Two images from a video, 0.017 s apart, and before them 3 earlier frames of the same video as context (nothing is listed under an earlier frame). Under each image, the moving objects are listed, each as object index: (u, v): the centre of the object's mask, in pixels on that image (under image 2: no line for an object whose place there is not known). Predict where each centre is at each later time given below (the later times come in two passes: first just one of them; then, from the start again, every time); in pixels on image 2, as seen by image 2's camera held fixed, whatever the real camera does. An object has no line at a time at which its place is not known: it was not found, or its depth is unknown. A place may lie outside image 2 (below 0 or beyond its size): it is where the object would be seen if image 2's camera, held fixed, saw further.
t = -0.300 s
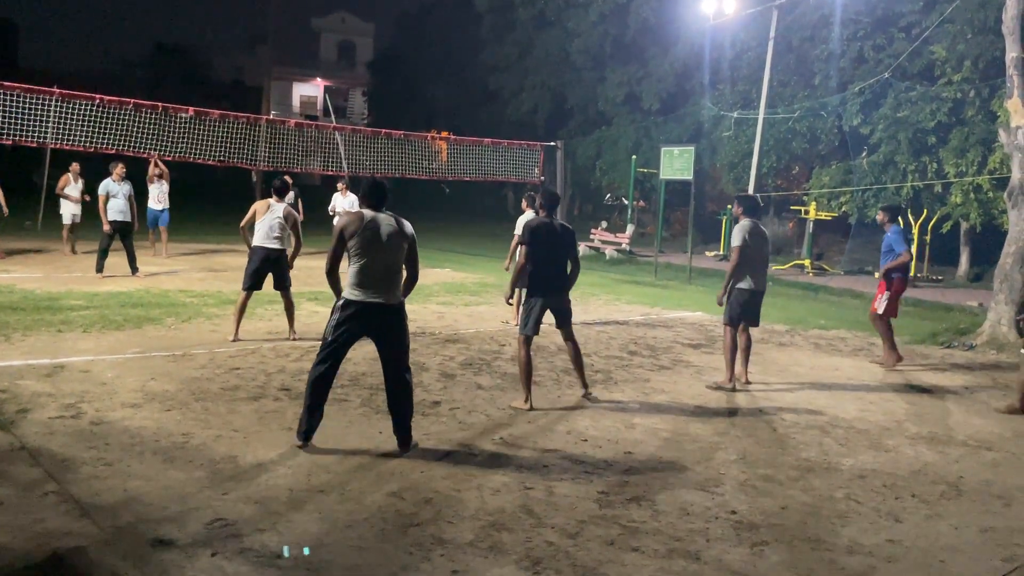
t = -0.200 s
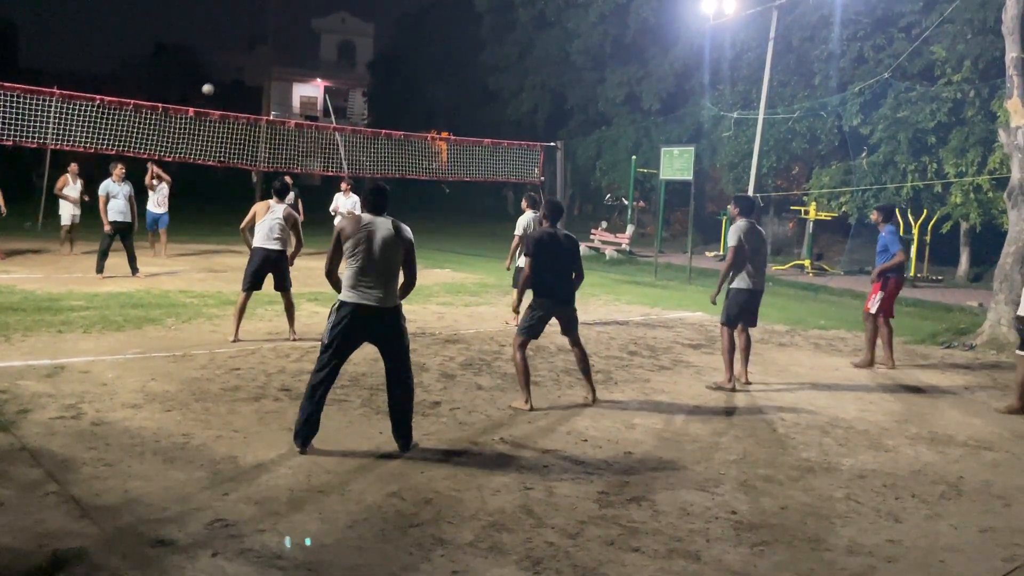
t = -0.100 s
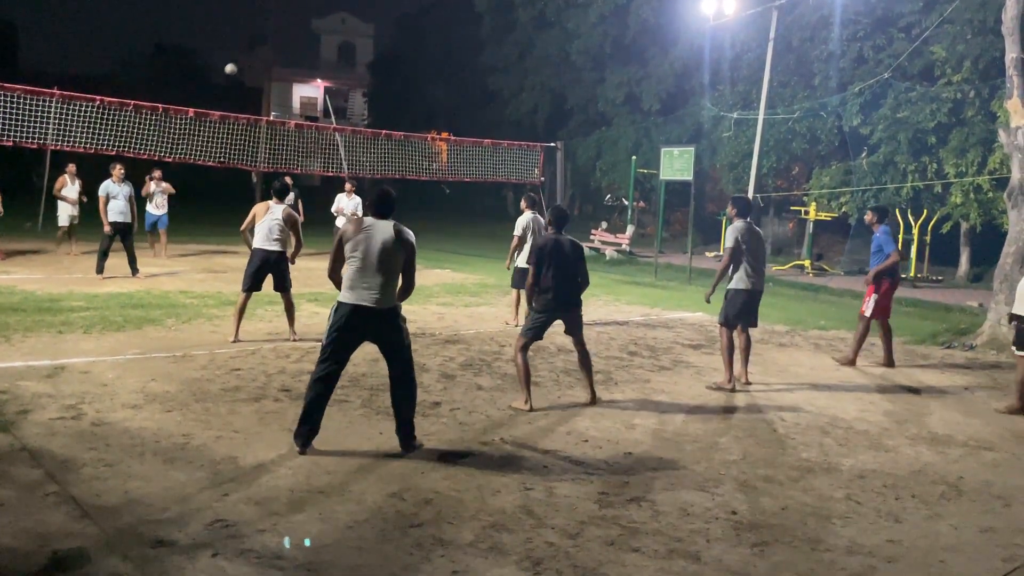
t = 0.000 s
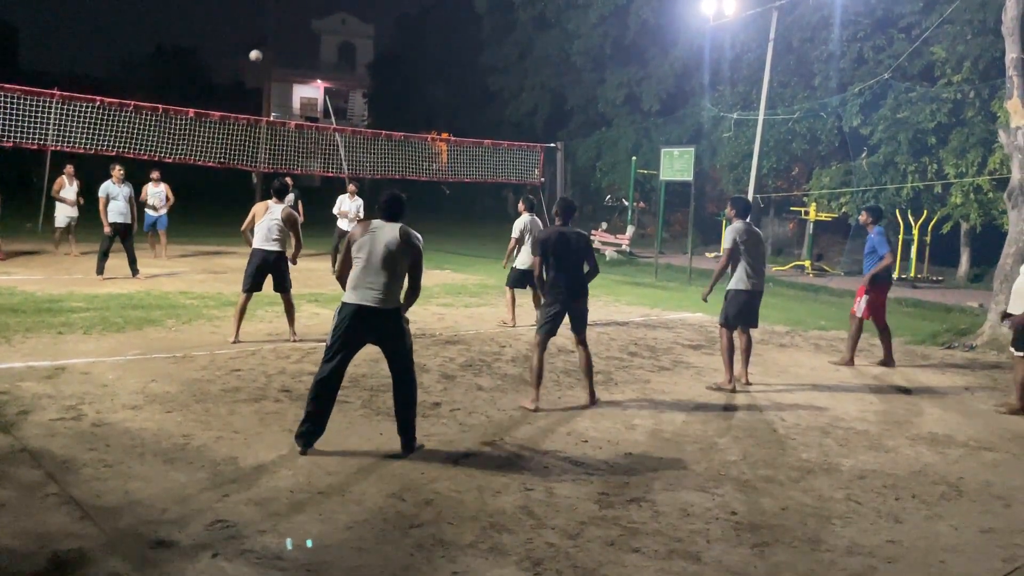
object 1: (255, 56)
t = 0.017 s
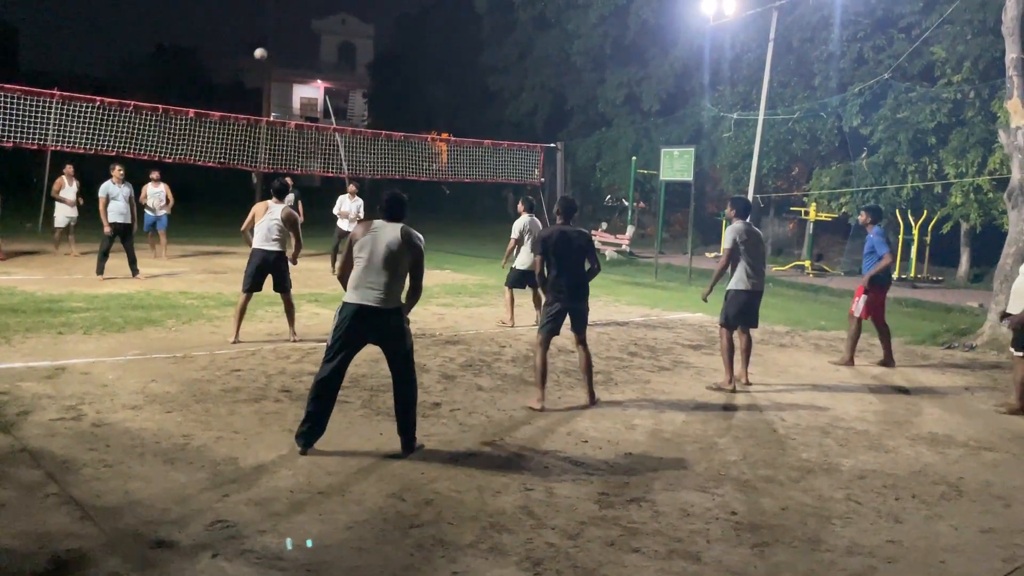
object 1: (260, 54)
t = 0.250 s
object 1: (325, 47)
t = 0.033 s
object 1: (264, 52)
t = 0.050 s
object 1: (268, 51)
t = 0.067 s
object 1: (273, 50)
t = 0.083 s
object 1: (277, 48)
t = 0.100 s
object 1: (282, 47)
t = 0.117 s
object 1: (287, 46)
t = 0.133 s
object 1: (291, 45)
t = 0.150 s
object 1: (296, 46)
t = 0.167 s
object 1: (301, 46)
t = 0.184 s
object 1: (306, 46)
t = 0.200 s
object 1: (310, 46)
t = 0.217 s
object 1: (315, 46)
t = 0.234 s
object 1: (320, 46)
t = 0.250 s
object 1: (325, 47)
